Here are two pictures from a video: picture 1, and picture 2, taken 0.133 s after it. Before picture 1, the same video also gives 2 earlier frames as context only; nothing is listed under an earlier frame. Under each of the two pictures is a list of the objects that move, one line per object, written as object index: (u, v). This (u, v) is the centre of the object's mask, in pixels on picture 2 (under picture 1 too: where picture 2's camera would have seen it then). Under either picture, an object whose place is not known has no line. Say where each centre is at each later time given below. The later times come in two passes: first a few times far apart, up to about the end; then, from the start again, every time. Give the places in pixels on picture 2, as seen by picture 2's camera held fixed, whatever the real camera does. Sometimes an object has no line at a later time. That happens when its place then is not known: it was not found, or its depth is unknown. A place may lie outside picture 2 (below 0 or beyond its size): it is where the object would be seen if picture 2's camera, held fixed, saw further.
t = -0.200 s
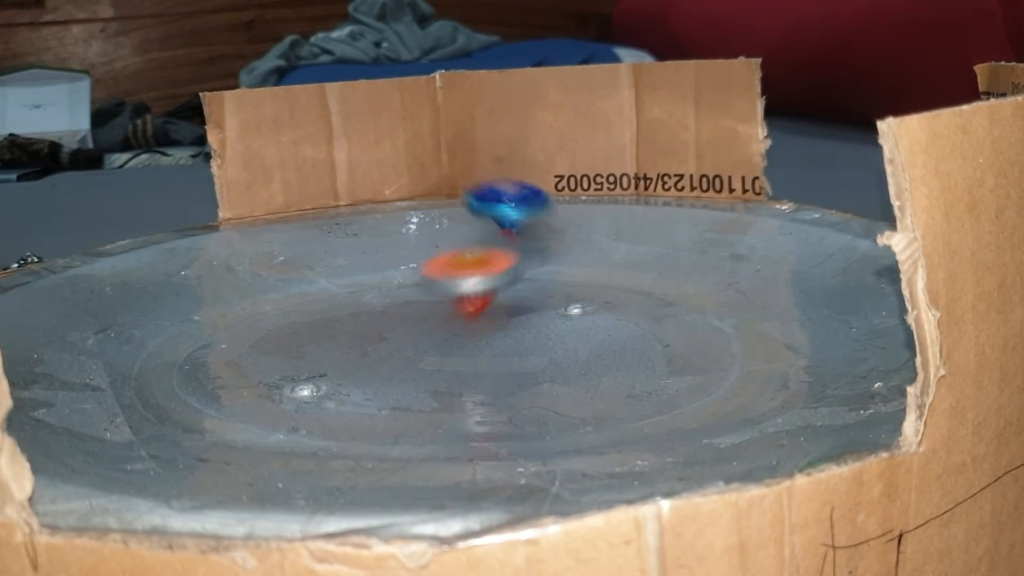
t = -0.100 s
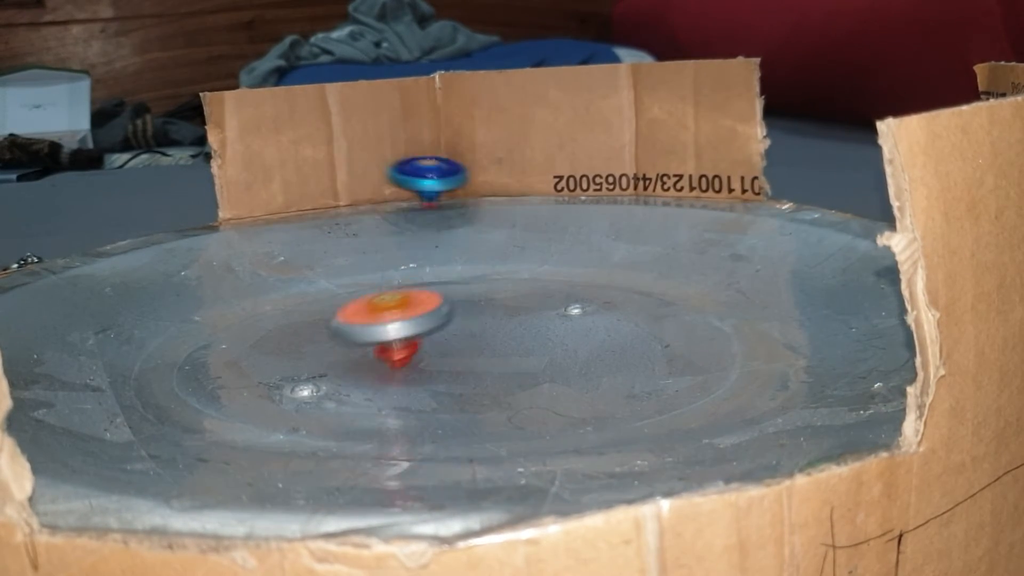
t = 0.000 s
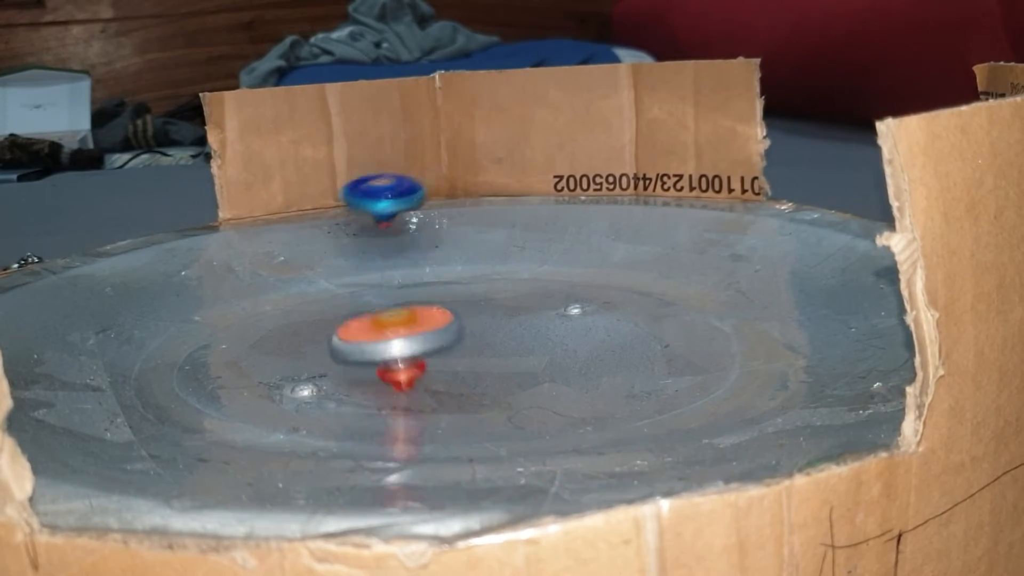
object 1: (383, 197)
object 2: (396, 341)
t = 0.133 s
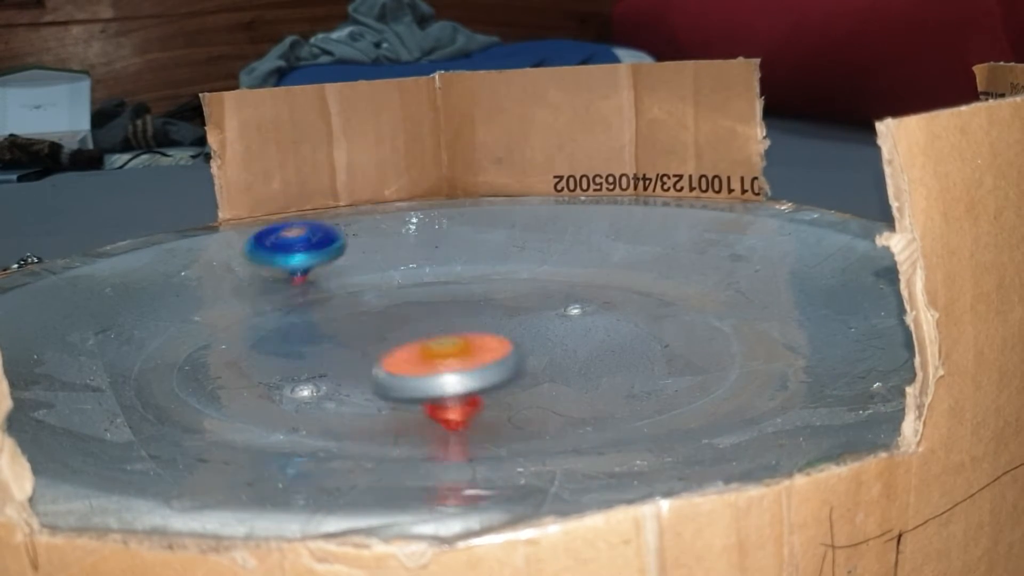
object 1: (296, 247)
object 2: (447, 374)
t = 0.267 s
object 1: (301, 309)
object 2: (533, 382)
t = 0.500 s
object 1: (632, 325)
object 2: (703, 362)
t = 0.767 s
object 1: (845, 222)
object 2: (736, 333)
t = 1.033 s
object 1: (523, 252)
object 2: (652, 311)
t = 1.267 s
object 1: (404, 333)
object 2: (577, 301)
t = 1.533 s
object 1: (454, 420)
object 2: (661, 276)
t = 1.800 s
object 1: (845, 364)
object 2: (684, 258)
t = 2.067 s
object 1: (577, 304)
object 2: (638, 247)
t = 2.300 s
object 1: (276, 304)
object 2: (611, 251)
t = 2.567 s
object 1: (122, 348)
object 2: (672, 262)
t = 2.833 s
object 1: (386, 361)
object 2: (700, 277)
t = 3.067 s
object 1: (549, 302)
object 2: (674, 294)
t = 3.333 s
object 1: (470, 233)
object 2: (635, 317)
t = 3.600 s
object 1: (294, 272)
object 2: (608, 337)
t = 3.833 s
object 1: (481, 312)
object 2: (599, 346)
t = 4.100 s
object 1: (685, 298)
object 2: (601, 350)
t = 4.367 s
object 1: (767, 237)
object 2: (602, 346)
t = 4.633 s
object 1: (604, 262)
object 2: (587, 329)
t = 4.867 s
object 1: (662, 227)
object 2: (308, 390)
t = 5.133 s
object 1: (503, 225)
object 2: (267, 402)
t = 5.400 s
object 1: (474, 289)
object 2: (426, 396)
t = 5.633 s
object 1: (546, 324)
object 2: (575, 369)
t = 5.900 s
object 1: (692, 302)
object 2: (707, 367)
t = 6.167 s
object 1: (663, 287)
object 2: (744, 341)
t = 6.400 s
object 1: (613, 317)
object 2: (736, 317)
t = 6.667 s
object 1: (651, 326)
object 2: (762, 285)
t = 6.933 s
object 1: (647, 322)
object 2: (703, 268)
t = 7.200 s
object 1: (587, 355)
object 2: (652, 249)
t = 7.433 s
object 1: (578, 357)
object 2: (589, 247)
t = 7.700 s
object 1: (542, 344)
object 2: (590, 249)
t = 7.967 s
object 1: (467, 322)
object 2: (625, 252)
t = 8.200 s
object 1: (400, 307)
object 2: (663, 259)
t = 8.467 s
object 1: (385, 308)
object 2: (672, 262)
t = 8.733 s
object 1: (444, 300)
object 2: (679, 263)
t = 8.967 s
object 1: (468, 289)
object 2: (689, 269)
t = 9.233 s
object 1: (454, 298)
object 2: (649, 276)
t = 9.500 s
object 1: (469, 321)
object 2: (589, 297)
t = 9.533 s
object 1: (459, 324)
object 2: (602, 298)
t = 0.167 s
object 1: (282, 270)
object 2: (466, 378)
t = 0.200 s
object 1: (277, 281)
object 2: (486, 381)
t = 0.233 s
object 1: (282, 297)
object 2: (508, 382)
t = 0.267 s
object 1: (301, 309)
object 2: (533, 382)
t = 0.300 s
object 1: (333, 319)
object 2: (557, 382)
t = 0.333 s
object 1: (375, 325)
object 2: (582, 380)
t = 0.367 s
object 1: (425, 333)
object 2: (609, 377)
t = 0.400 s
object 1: (478, 338)
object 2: (635, 374)
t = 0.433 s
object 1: (533, 339)
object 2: (661, 370)
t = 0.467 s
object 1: (583, 336)
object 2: (685, 366)
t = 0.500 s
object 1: (632, 325)
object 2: (703, 362)
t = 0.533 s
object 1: (692, 311)
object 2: (719, 359)
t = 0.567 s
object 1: (759, 301)
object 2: (731, 355)
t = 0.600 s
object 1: (805, 292)
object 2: (739, 352)
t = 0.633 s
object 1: (831, 282)
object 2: (743, 348)
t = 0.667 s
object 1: (844, 270)
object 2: (744, 345)
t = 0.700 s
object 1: (853, 253)
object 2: (743, 341)
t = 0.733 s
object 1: (853, 236)
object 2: (741, 338)
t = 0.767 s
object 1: (845, 222)
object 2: (736, 333)
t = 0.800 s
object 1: (821, 214)
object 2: (728, 328)
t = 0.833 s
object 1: (783, 211)
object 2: (716, 325)
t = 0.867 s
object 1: (740, 213)
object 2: (705, 323)
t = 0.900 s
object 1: (691, 219)
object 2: (696, 320)
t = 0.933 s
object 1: (644, 226)
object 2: (686, 318)
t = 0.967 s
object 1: (600, 233)
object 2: (676, 315)
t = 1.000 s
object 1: (558, 244)
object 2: (664, 313)
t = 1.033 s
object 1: (523, 252)
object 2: (652, 311)
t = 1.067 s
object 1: (494, 262)
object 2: (639, 310)
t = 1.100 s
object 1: (473, 272)
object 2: (625, 309)
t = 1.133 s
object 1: (463, 281)
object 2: (609, 309)
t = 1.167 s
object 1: (454, 292)
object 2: (593, 307)
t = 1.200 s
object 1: (443, 305)
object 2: (576, 307)
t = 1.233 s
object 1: (435, 318)
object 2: (558, 306)
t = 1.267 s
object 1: (404, 333)
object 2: (577, 301)
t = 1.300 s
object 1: (370, 341)
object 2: (612, 295)
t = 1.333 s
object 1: (354, 354)
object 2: (635, 291)
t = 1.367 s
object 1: (346, 372)
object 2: (648, 288)
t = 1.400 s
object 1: (341, 388)
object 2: (654, 286)
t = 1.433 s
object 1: (352, 396)
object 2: (657, 283)
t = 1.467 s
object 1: (385, 402)
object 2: (658, 281)
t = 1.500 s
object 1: (420, 410)
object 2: (659, 278)
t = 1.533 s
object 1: (454, 420)
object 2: (661, 276)
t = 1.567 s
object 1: (502, 418)
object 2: (662, 273)
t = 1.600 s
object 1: (561, 416)
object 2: (664, 271)
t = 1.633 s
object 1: (629, 411)
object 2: (664, 268)
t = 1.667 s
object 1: (684, 399)
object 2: (663, 265)
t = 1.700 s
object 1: (734, 394)
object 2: (665, 263)
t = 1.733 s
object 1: (782, 387)
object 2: (671, 262)
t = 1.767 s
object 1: (824, 373)
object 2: (680, 260)
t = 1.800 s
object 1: (845, 364)
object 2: (684, 258)
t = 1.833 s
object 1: (847, 349)
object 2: (683, 255)
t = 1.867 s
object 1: (830, 336)
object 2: (681, 253)
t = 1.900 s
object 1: (793, 331)
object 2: (677, 251)
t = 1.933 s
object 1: (752, 324)
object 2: (671, 250)
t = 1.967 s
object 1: (711, 315)
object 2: (663, 249)
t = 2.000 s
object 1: (668, 310)
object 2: (655, 247)
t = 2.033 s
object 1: (622, 307)
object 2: (647, 246)
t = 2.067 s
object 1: (577, 304)
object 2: (638, 247)
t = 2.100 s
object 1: (529, 305)
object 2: (631, 247)
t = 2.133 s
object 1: (482, 305)
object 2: (624, 247)
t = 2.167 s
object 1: (439, 305)
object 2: (617, 247)
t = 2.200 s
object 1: (396, 305)
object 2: (612, 248)
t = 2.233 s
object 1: (356, 303)
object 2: (609, 249)
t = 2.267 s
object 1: (314, 303)
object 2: (608, 250)
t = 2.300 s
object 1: (276, 304)
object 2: (611, 251)
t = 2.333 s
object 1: (236, 305)
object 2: (619, 251)
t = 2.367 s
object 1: (201, 308)
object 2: (628, 253)
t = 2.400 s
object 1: (169, 310)
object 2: (637, 254)
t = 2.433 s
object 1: (144, 312)
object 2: (644, 255)
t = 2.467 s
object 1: (125, 318)
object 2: (654, 257)
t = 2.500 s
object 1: (111, 327)
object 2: (662, 259)
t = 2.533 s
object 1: (107, 338)
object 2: (667, 261)
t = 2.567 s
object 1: (122, 348)
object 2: (672, 262)
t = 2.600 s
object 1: (152, 361)
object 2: (677, 263)
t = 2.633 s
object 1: (189, 372)
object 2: (682, 265)
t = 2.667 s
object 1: (235, 374)
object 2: (686, 266)
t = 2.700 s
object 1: (268, 373)
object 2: (687, 267)
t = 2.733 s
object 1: (305, 372)
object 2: (689, 269)
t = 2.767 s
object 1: (337, 369)
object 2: (693, 271)
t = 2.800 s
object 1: (368, 363)
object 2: (697, 274)
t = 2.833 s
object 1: (386, 361)
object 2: (700, 277)
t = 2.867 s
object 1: (415, 360)
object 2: (699, 280)
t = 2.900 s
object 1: (445, 357)
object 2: (696, 283)
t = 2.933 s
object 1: (483, 351)
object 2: (692, 285)
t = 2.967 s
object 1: (514, 343)
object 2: (687, 287)
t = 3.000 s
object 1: (540, 331)
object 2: (682, 290)
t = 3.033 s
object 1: (551, 317)
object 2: (678, 292)
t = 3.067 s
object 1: (549, 302)
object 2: (674, 294)
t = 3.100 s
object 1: (539, 289)
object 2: (669, 296)
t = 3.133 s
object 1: (529, 278)
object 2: (663, 300)
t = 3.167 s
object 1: (526, 271)
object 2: (658, 303)
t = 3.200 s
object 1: (531, 263)
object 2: (653, 306)
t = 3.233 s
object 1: (530, 252)
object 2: (647, 309)
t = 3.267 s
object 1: (519, 243)
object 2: (643, 312)
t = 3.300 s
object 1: (498, 235)
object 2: (639, 314)
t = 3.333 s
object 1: (470, 233)
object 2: (635, 317)
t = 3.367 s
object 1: (444, 231)
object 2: (632, 320)
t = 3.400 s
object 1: (419, 231)
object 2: (628, 322)
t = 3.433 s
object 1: (395, 231)
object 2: (626, 325)
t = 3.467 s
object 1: (370, 234)
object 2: (623, 327)
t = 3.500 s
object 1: (347, 239)
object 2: (621, 330)
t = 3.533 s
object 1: (324, 248)
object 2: (617, 332)
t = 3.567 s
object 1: (306, 260)
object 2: (612, 334)
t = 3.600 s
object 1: (294, 272)
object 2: (608, 337)
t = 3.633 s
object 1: (295, 281)
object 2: (605, 339)
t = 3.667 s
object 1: (308, 290)
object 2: (602, 341)
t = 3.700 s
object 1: (334, 299)
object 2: (600, 342)
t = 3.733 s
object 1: (366, 307)
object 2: (599, 343)
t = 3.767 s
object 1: (402, 312)
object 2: (599, 344)
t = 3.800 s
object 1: (442, 314)
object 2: (599, 345)
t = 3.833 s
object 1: (481, 312)
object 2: (599, 346)
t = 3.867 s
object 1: (515, 307)
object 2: (599, 347)
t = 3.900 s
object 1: (540, 300)
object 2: (601, 348)
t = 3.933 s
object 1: (562, 296)
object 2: (601, 349)
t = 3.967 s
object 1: (581, 294)
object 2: (602, 350)
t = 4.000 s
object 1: (601, 294)
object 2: (603, 350)
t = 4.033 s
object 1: (627, 295)
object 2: (603, 350)
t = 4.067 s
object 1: (657, 296)
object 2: (601, 351)
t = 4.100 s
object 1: (685, 298)
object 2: (601, 350)
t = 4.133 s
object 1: (711, 292)
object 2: (600, 350)
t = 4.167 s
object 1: (741, 287)
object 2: (601, 350)
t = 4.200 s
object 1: (763, 276)
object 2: (602, 350)
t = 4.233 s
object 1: (776, 266)
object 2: (601, 349)
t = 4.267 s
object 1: (785, 256)
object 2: (602, 349)
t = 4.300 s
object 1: (788, 247)
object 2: (602, 348)
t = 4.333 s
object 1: (781, 241)
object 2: (602, 347)
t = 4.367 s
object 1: (767, 237)
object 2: (602, 346)
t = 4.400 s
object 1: (747, 235)
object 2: (603, 344)
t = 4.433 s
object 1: (726, 236)
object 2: (602, 343)
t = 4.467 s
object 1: (701, 238)
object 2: (602, 342)
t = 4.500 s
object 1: (678, 242)
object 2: (599, 339)
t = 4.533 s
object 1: (654, 247)
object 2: (595, 337)
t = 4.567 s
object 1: (629, 253)
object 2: (592, 335)
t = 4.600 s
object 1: (614, 256)
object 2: (589, 332)
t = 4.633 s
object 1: (604, 262)
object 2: (587, 329)
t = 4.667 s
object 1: (599, 268)
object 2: (583, 327)
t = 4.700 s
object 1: (601, 273)
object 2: (576, 324)
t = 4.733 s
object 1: (615, 274)
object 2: (557, 326)
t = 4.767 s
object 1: (646, 261)
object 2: (503, 346)
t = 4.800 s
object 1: (666, 248)
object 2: (439, 364)
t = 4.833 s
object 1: (668, 236)
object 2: (373, 379)
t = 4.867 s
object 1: (662, 227)
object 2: (308, 390)
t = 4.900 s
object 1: (648, 220)
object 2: (263, 385)
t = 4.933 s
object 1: (630, 215)
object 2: (223, 394)
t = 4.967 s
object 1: (611, 211)
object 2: (203, 396)
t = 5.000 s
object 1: (588, 210)
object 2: (200, 397)
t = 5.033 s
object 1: (565, 210)
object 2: (210, 397)
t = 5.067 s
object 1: (543, 213)
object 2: (227, 399)
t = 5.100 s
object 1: (521, 217)
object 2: (245, 400)
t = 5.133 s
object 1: (503, 225)
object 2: (267, 402)
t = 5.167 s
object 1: (486, 233)
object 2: (288, 402)
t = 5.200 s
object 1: (466, 246)
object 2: (308, 403)
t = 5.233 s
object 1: (451, 253)
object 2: (325, 403)
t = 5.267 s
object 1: (441, 263)
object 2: (345, 403)
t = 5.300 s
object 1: (439, 272)
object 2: (365, 403)
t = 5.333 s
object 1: (449, 278)
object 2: (387, 402)
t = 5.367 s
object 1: (463, 283)
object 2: (408, 399)
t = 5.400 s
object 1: (474, 289)
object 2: (426, 396)
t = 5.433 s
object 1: (481, 295)
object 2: (449, 395)
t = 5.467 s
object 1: (488, 302)
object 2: (475, 393)
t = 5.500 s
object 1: (495, 308)
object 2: (504, 390)
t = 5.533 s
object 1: (501, 315)
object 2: (528, 386)
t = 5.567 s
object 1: (513, 320)
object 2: (547, 380)
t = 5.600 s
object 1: (525, 323)
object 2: (563, 376)
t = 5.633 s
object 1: (546, 324)
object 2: (575, 369)
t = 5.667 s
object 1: (573, 320)
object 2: (589, 375)
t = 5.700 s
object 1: (590, 319)
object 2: (604, 380)
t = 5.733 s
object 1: (608, 317)
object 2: (620, 380)
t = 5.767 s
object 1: (627, 315)
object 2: (639, 378)
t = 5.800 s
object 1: (647, 313)
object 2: (660, 376)
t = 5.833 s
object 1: (664, 310)
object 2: (676, 372)
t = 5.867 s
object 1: (680, 306)
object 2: (692, 370)
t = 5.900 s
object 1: (692, 302)
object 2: (707, 367)
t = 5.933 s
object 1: (699, 297)
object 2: (722, 364)
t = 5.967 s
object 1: (700, 293)
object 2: (731, 360)
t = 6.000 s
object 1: (699, 290)
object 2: (737, 357)
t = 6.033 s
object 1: (696, 288)
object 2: (741, 353)
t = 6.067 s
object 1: (690, 286)
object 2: (743, 350)
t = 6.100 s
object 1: (683, 285)
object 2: (744, 347)
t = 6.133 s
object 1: (673, 285)
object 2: (745, 344)
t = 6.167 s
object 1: (663, 287)
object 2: (744, 341)
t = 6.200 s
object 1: (654, 290)
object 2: (744, 337)
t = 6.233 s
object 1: (643, 294)
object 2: (742, 333)
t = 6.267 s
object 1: (633, 298)
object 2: (739, 329)
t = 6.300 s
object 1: (624, 303)
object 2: (735, 325)
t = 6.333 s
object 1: (618, 308)
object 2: (734, 323)
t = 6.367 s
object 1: (614, 313)
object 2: (732, 322)
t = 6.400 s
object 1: (613, 317)
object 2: (736, 317)
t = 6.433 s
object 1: (612, 319)
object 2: (759, 318)
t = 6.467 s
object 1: (613, 321)
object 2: (777, 313)
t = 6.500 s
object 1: (616, 322)
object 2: (787, 307)
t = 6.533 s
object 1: (622, 324)
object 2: (787, 303)
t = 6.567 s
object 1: (628, 325)
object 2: (783, 298)
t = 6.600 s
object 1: (637, 326)
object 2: (776, 293)
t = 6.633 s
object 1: (645, 327)
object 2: (769, 289)
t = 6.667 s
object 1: (651, 326)
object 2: (762, 285)
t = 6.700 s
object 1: (656, 325)
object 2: (755, 282)
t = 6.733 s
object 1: (661, 323)
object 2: (748, 280)
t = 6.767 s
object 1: (663, 321)
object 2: (739, 277)
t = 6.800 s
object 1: (663, 320)
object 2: (728, 274)
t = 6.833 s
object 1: (665, 319)
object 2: (717, 271)
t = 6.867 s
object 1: (665, 318)
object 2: (706, 268)
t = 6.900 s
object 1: (660, 318)
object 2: (700, 268)
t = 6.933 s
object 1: (647, 322)
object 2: (703, 268)
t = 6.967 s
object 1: (636, 327)
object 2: (703, 265)
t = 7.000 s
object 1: (625, 333)
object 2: (701, 261)
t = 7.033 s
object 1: (616, 337)
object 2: (697, 258)
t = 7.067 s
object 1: (605, 342)
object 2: (691, 256)
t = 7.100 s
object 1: (596, 347)
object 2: (684, 253)
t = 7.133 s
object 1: (591, 350)
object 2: (674, 251)
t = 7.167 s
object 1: (589, 353)
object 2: (665, 250)
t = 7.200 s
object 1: (587, 355)
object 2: (652, 249)
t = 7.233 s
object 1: (587, 356)
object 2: (642, 248)
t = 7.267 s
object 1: (587, 358)
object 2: (631, 247)
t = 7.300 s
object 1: (585, 359)
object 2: (621, 247)
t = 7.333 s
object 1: (582, 360)
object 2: (612, 247)
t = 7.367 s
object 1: (581, 359)
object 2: (604, 247)
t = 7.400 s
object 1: (579, 358)
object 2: (596, 247)
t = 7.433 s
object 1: (578, 357)
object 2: (589, 247)
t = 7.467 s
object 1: (575, 355)
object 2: (582, 248)
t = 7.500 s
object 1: (571, 354)
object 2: (576, 248)
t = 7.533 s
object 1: (564, 352)
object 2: (575, 248)
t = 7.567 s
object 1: (558, 351)
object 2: (580, 248)
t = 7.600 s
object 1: (553, 350)
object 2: (588, 248)
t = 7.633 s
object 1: (550, 348)
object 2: (591, 248)
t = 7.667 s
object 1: (546, 346)
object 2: (590, 248)
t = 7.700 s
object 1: (542, 344)
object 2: (590, 249)
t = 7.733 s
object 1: (535, 341)
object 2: (594, 249)
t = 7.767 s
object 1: (529, 339)
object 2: (597, 249)
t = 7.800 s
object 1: (521, 335)
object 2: (599, 249)
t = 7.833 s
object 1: (512, 332)
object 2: (604, 249)
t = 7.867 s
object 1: (498, 329)
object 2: (608, 250)
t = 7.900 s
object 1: (488, 326)
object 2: (610, 250)
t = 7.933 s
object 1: (478, 324)
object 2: (616, 251)
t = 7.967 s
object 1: (467, 322)
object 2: (625, 252)
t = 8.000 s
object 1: (457, 319)
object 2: (631, 253)
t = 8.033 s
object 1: (449, 316)
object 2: (637, 253)
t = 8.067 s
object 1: (439, 314)
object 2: (639, 254)
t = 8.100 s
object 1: (430, 312)
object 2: (641, 255)
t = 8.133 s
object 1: (420, 310)
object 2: (650, 256)
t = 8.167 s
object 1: (409, 308)
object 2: (658, 258)
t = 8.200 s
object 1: (400, 307)
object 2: (663, 259)
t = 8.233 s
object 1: (390, 306)
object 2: (664, 259)
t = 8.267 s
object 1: (383, 306)
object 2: (665, 260)
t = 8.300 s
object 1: (378, 305)
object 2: (667, 260)
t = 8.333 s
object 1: (375, 306)
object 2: (669, 261)
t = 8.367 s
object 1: (373, 306)
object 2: (669, 261)
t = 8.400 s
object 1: (375, 307)
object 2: (670, 261)
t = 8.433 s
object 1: (380, 308)
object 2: (671, 262)
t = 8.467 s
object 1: (385, 308)
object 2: (672, 262)
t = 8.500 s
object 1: (391, 308)
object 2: (673, 262)
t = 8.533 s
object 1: (398, 309)
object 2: (674, 262)
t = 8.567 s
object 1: (406, 308)
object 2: (675, 263)
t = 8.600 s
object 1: (416, 306)
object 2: (676, 263)
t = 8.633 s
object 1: (423, 305)
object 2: (677, 263)
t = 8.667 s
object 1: (430, 304)
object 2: (678, 263)
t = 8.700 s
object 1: (440, 301)
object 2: (679, 263)
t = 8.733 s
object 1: (444, 300)
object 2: (679, 263)
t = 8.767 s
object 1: (450, 298)
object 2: (679, 263)
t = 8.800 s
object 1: (455, 296)
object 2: (679, 263)
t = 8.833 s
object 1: (459, 294)
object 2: (679, 264)
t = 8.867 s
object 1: (462, 293)
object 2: (679, 264)
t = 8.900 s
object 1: (463, 292)
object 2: (682, 265)
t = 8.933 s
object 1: (465, 290)
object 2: (686, 267)
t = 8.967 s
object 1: (468, 289)
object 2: (689, 269)
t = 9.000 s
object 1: (468, 289)
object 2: (690, 270)
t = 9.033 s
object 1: (469, 289)
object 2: (687, 272)
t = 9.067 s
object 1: (468, 290)
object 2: (682, 272)
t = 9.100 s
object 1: (466, 290)
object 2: (676, 273)
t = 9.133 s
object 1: (464, 290)
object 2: (668, 274)
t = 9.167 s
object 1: (460, 292)
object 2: (661, 274)
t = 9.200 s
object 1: (457, 295)
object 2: (654, 275)
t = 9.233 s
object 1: (454, 298)
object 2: (649, 276)
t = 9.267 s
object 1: (454, 300)
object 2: (643, 278)
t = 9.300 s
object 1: (454, 303)
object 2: (637, 280)
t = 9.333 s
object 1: (453, 307)
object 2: (629, 282)
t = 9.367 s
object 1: (455, 309)
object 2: (622, 285)
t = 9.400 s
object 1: (456, 313)
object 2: (614, 288)
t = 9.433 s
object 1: (460, 316)
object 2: (606, 291)
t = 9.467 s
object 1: (464, 318)
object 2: (598, 294)
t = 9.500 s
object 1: (469, 321)
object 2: (589, 297)
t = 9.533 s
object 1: (459, 324)
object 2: (602, 298)
